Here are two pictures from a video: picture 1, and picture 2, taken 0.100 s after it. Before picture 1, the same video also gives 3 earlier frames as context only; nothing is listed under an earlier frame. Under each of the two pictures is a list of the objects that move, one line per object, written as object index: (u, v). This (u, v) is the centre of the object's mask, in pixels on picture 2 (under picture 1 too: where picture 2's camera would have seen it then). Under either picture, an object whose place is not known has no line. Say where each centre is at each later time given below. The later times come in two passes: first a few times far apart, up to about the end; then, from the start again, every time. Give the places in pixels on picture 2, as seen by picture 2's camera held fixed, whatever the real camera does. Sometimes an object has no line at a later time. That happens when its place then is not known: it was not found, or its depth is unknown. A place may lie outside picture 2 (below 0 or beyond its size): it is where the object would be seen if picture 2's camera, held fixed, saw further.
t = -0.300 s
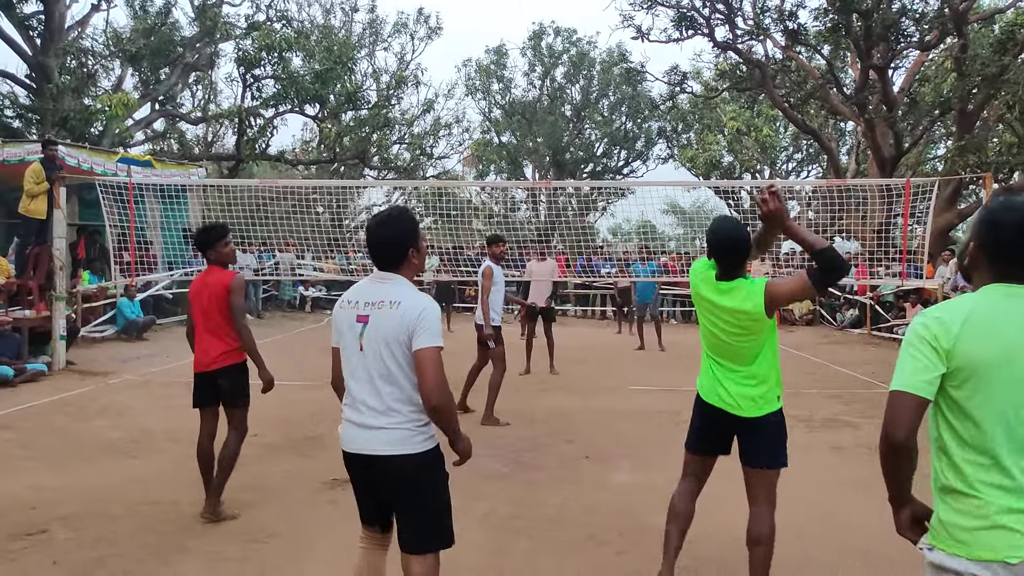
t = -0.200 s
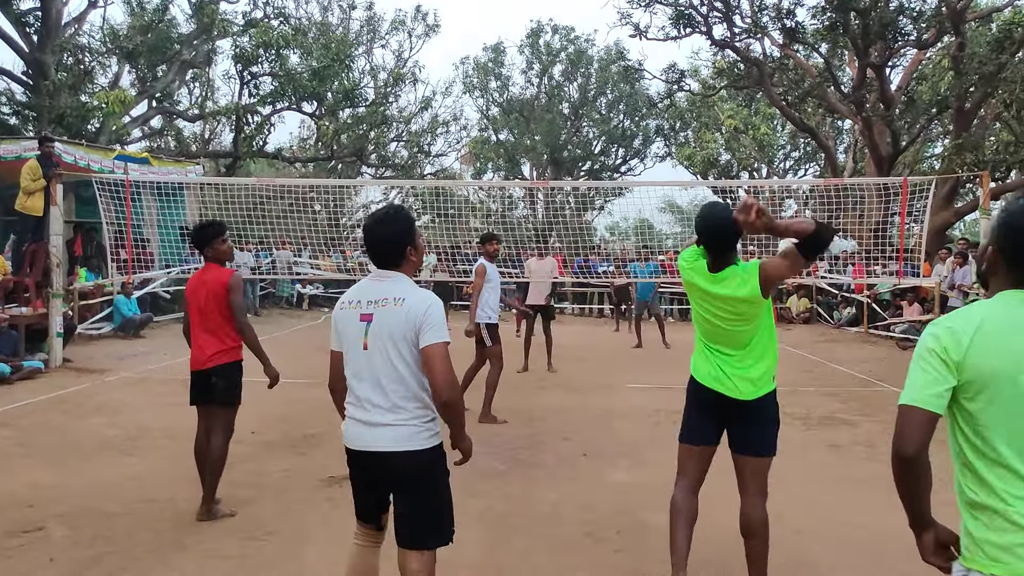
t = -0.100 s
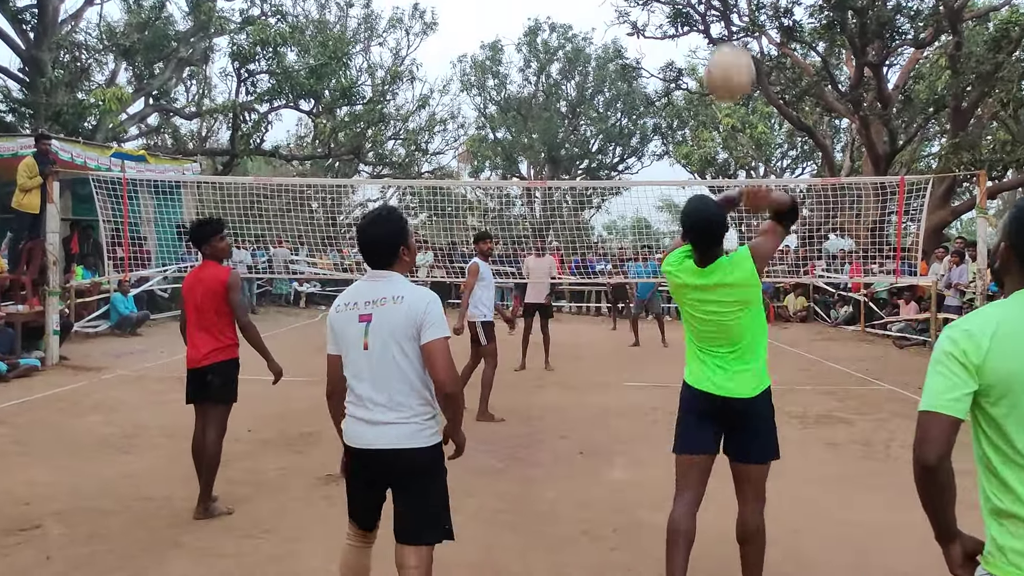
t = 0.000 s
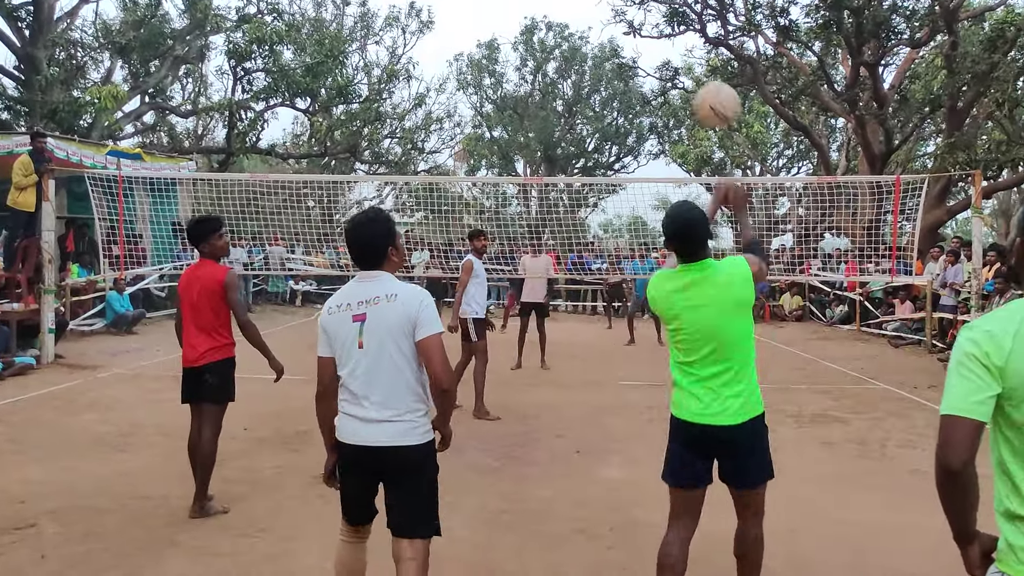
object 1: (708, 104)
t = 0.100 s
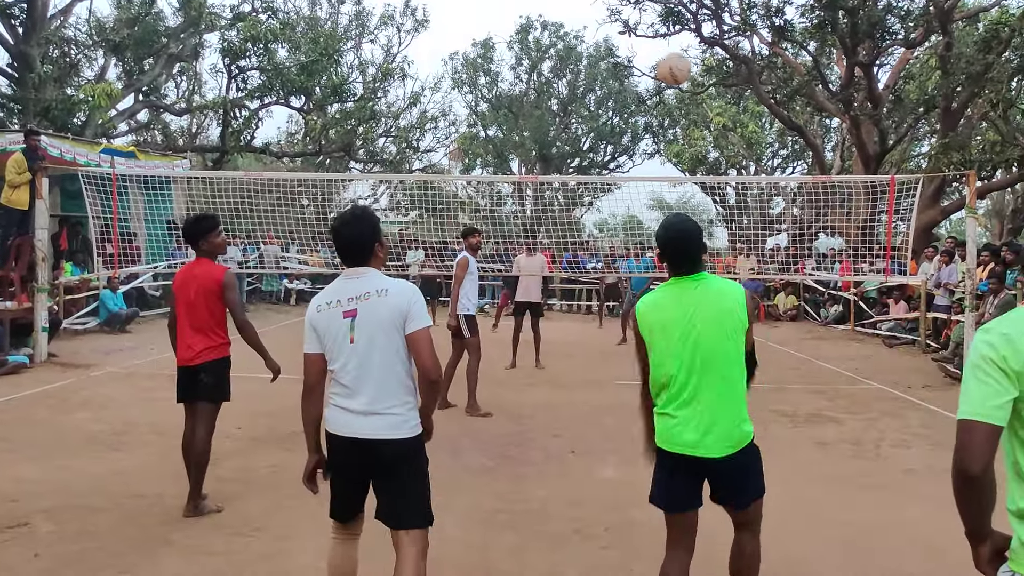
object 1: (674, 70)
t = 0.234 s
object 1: (640, 63)
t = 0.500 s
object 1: (595, 94)
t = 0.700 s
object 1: (575, 138)
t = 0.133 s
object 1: (665, 65)
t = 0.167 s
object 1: (656, 62)
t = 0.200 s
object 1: (648, 61)
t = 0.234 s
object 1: (640, 63)
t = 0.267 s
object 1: (633, 64)
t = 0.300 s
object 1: (625, 67)
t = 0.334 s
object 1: (618, 70)
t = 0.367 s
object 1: (613, 74)
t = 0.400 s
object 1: (608, 78)
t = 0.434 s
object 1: (604, 86)
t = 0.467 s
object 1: (598, 90)
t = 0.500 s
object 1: (595, 94)
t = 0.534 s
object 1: (590, 103)
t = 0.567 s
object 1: (587, 110)
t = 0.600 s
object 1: (583, 116)
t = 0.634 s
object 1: (581, 124)
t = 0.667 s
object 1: (578, 129)
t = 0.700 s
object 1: (575, 138)
